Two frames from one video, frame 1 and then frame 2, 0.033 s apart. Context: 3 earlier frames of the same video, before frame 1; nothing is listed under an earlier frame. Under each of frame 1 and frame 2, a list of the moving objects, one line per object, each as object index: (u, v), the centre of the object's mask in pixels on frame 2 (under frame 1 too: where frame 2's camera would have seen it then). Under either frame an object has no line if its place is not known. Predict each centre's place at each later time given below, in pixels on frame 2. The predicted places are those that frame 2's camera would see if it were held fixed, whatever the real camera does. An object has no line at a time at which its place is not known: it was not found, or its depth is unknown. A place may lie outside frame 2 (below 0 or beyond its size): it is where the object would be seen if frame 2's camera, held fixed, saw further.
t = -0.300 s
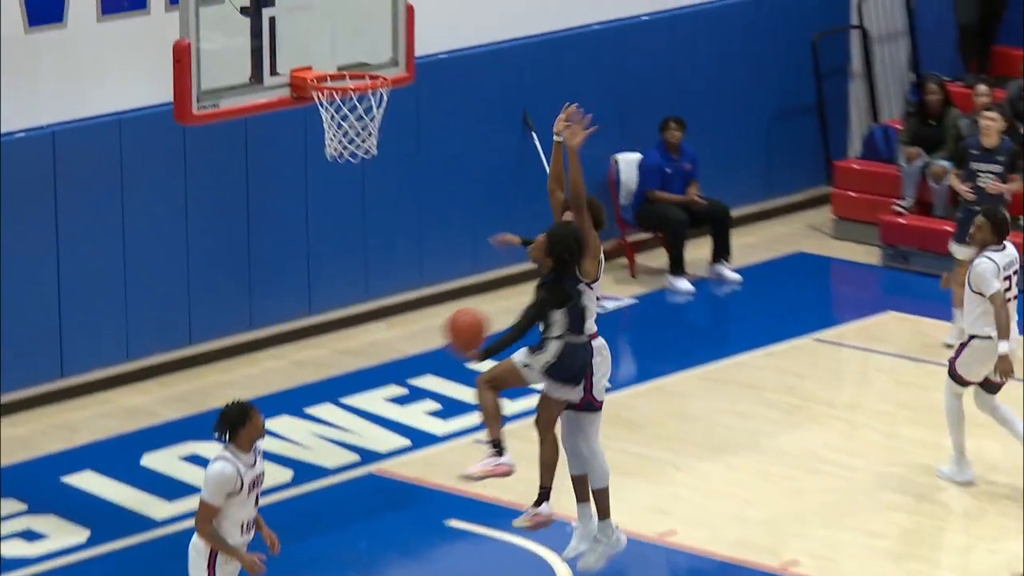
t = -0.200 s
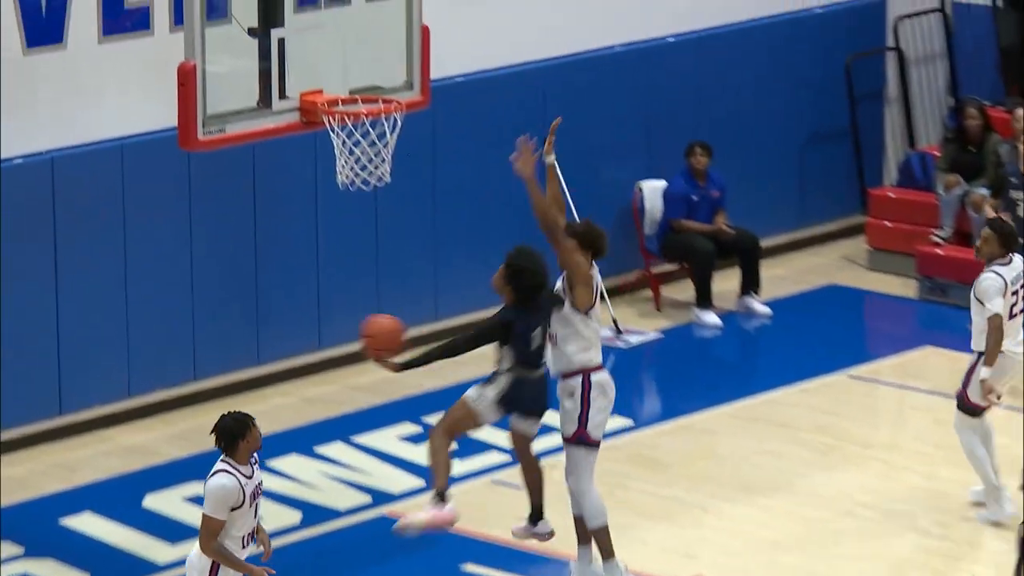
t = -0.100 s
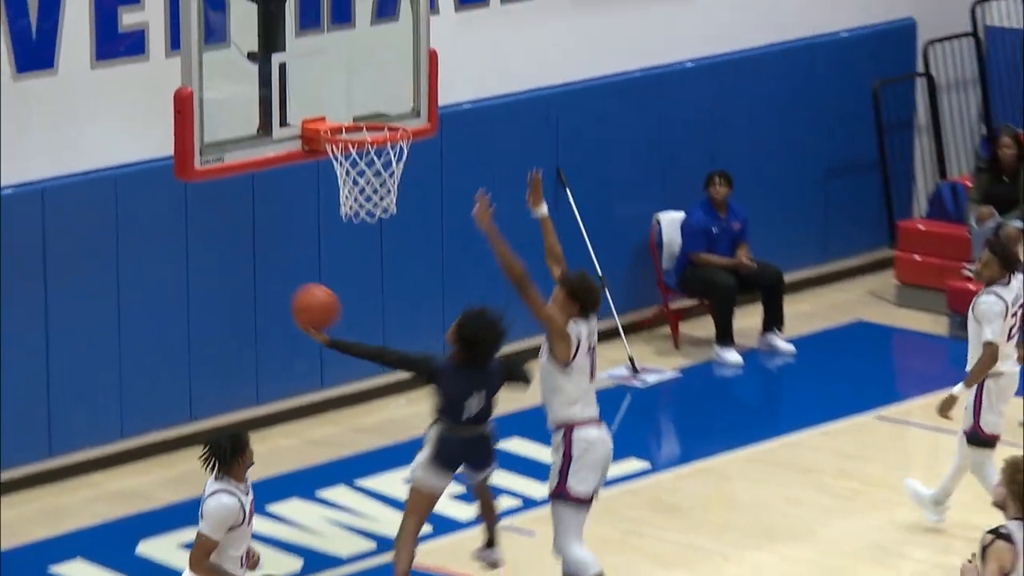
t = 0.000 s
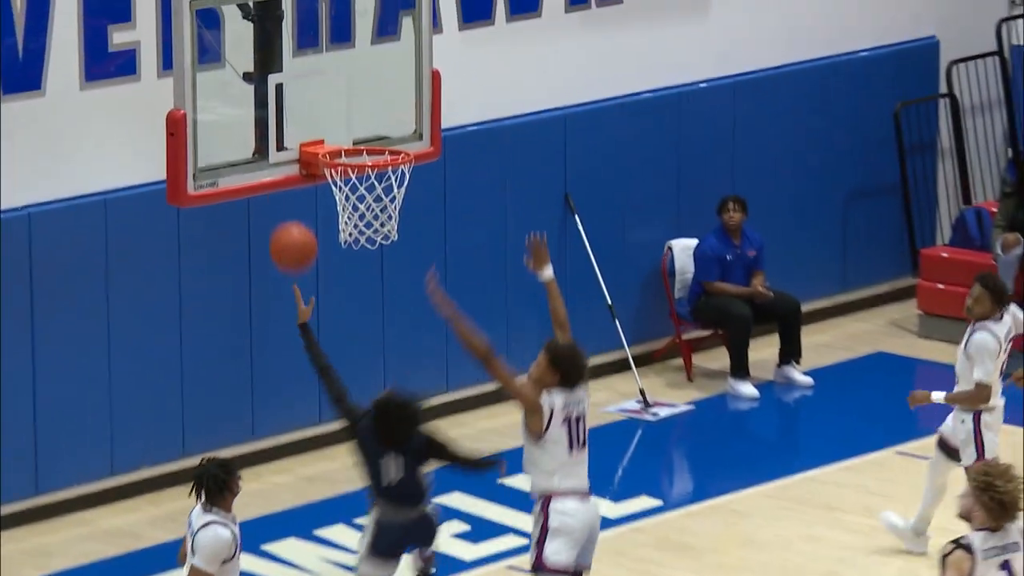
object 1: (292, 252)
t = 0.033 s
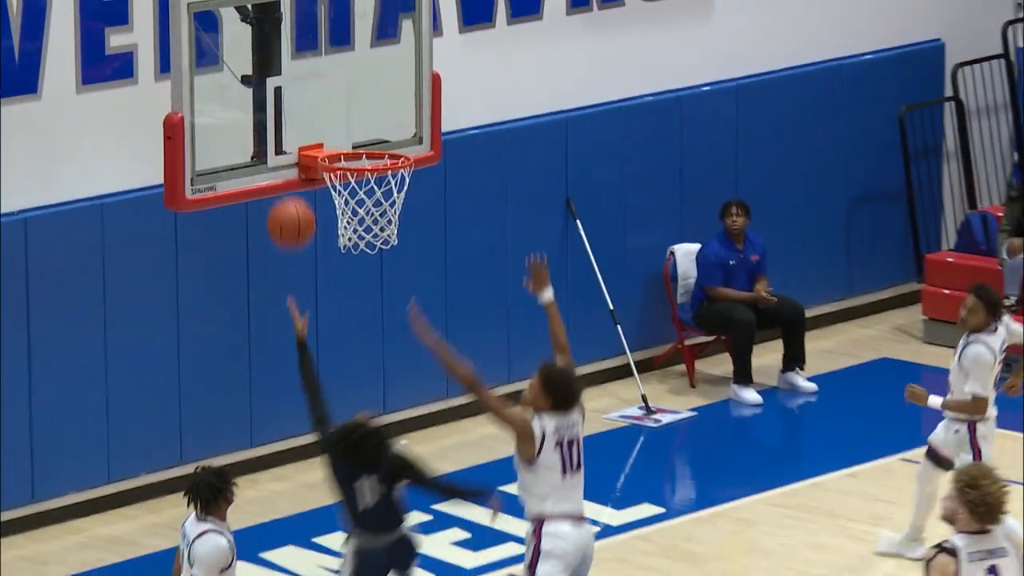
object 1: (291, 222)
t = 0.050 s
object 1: (291, 209)
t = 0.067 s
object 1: (291, 197)
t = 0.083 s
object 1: (290, 185)
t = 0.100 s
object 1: (290, 171)
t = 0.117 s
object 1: (289, 159)
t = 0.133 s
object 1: (288, 147)
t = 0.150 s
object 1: (288, 137)
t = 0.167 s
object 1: (287, 128)
